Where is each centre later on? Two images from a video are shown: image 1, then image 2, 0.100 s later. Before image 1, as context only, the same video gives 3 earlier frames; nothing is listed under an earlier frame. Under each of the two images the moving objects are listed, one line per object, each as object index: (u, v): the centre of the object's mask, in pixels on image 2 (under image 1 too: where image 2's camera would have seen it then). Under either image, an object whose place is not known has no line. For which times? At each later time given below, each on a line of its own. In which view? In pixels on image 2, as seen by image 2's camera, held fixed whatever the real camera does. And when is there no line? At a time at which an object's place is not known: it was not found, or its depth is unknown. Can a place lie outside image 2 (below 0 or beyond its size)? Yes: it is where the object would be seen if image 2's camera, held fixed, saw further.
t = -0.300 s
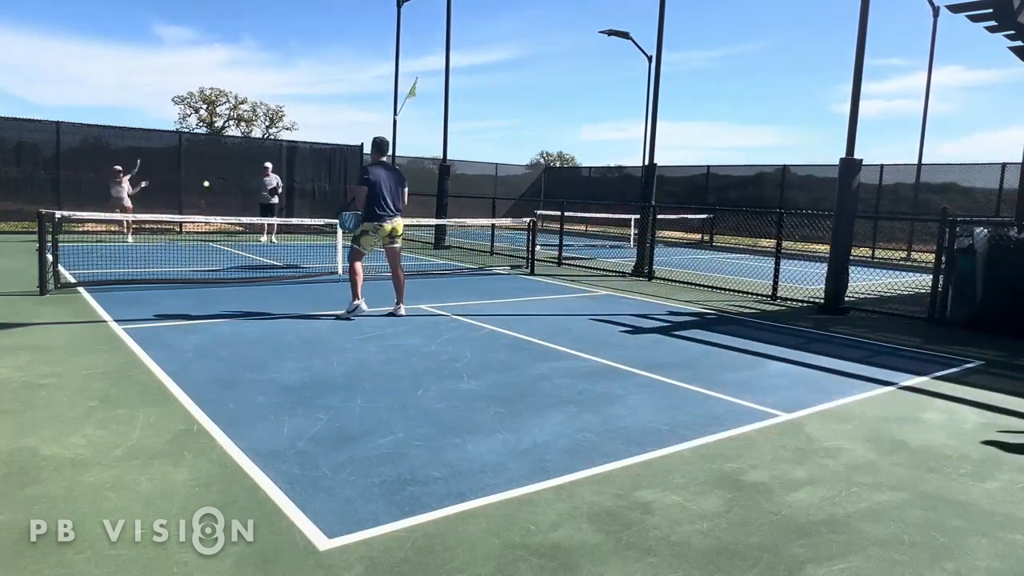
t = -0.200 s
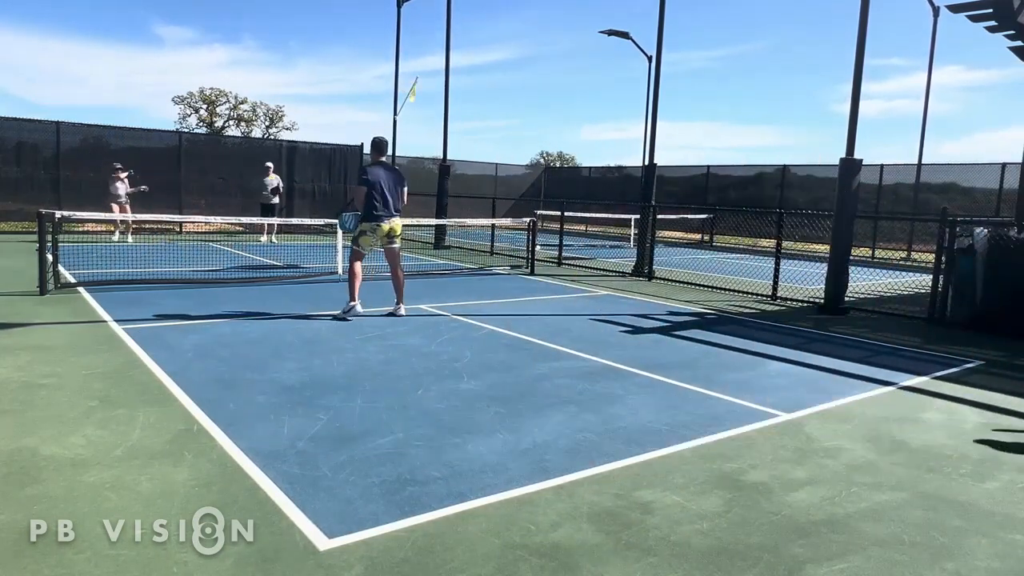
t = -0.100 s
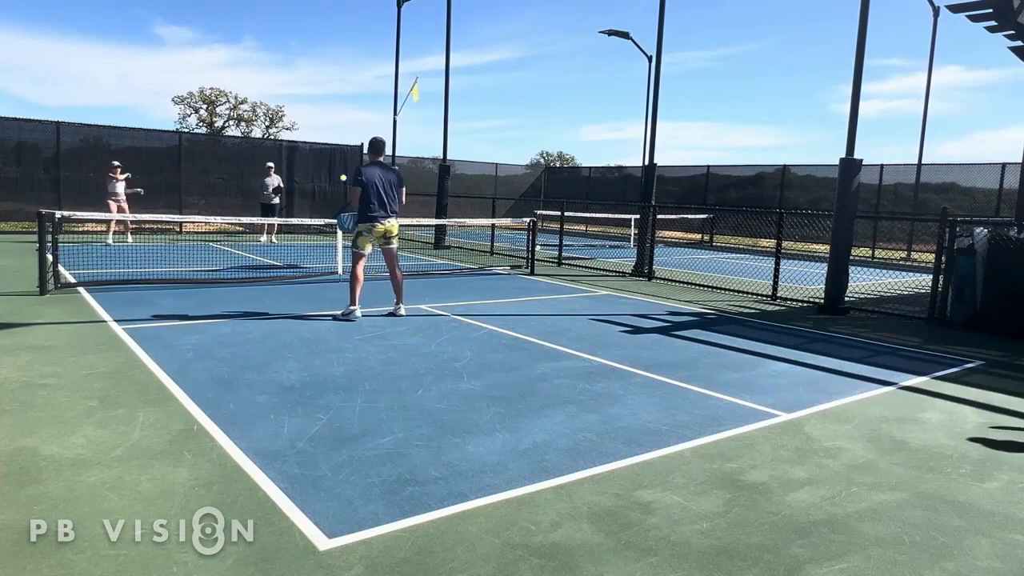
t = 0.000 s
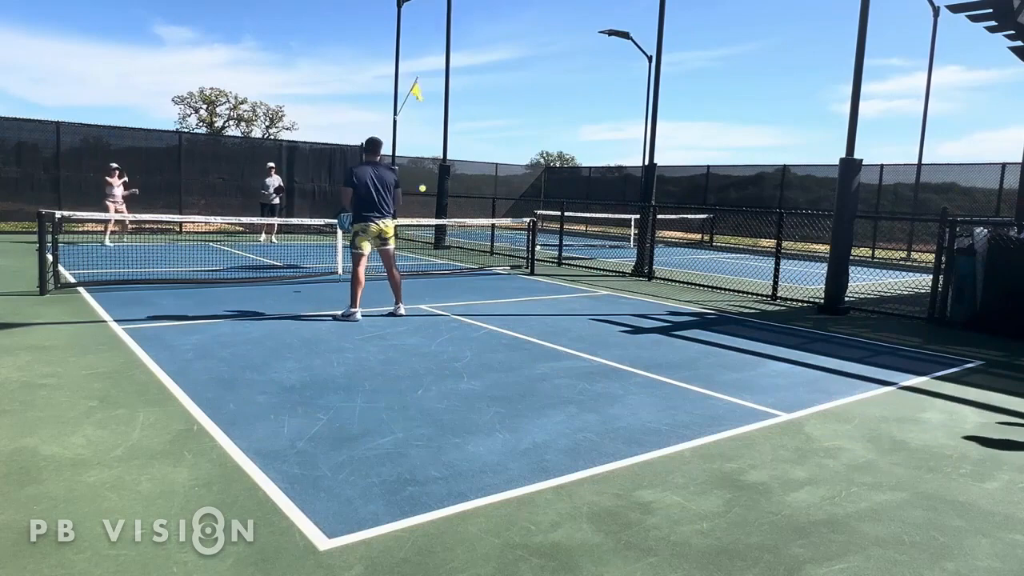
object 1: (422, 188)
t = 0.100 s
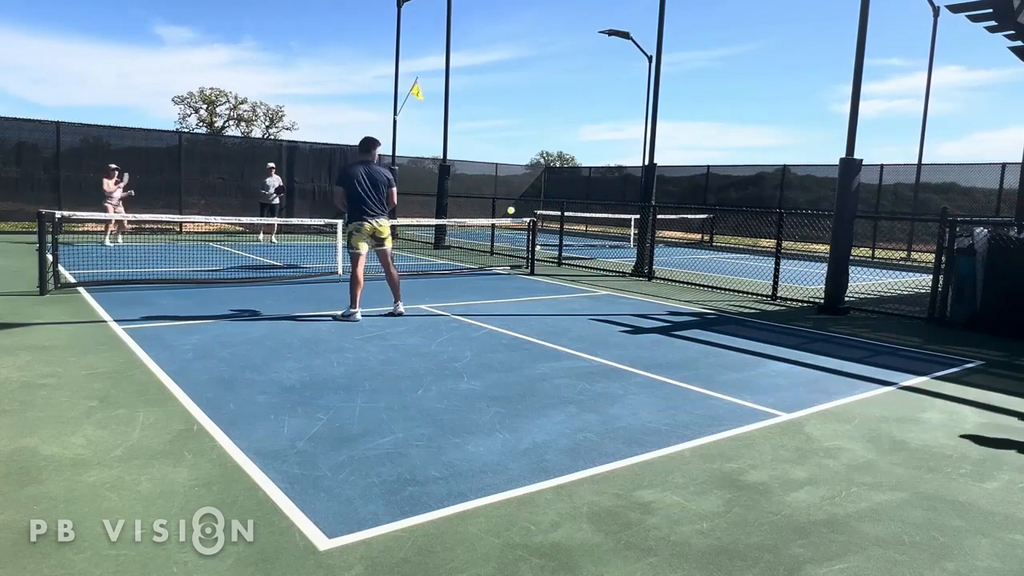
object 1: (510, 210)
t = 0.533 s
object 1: (998, 327)
